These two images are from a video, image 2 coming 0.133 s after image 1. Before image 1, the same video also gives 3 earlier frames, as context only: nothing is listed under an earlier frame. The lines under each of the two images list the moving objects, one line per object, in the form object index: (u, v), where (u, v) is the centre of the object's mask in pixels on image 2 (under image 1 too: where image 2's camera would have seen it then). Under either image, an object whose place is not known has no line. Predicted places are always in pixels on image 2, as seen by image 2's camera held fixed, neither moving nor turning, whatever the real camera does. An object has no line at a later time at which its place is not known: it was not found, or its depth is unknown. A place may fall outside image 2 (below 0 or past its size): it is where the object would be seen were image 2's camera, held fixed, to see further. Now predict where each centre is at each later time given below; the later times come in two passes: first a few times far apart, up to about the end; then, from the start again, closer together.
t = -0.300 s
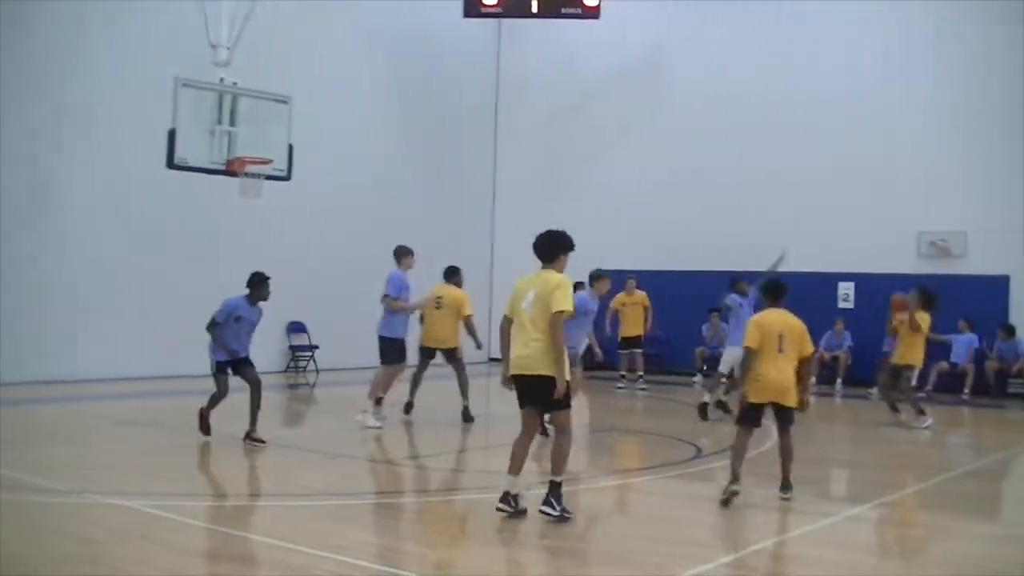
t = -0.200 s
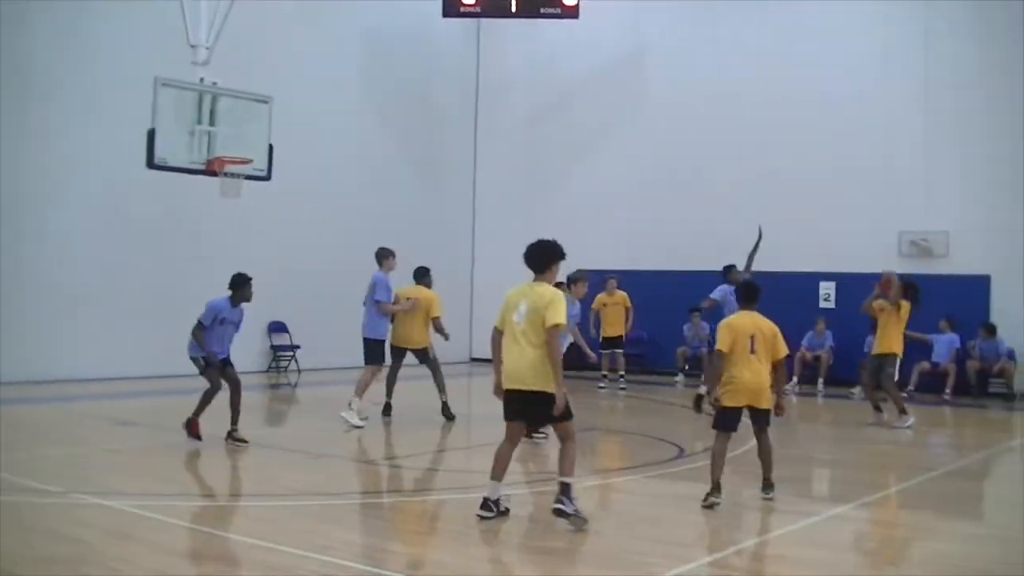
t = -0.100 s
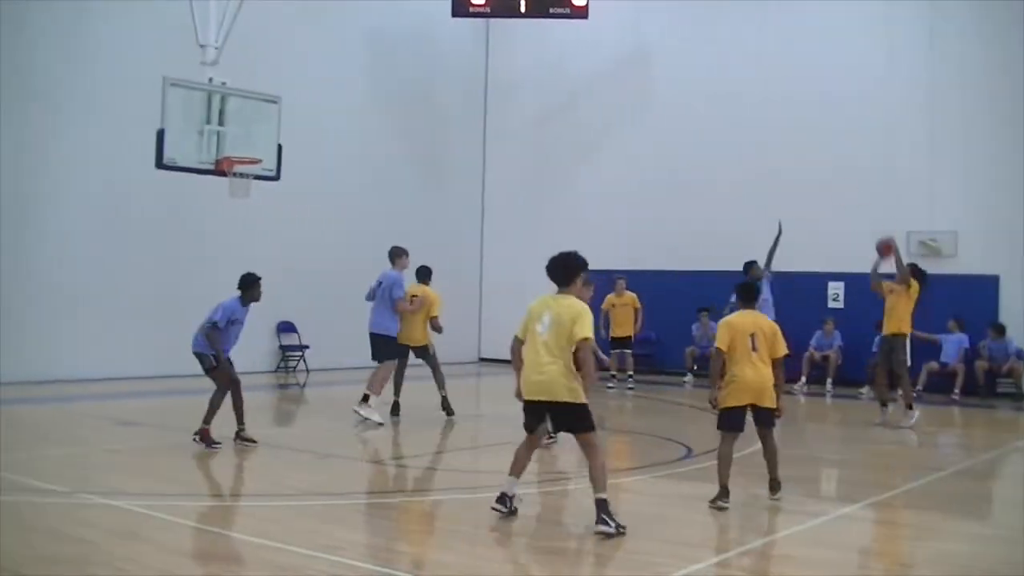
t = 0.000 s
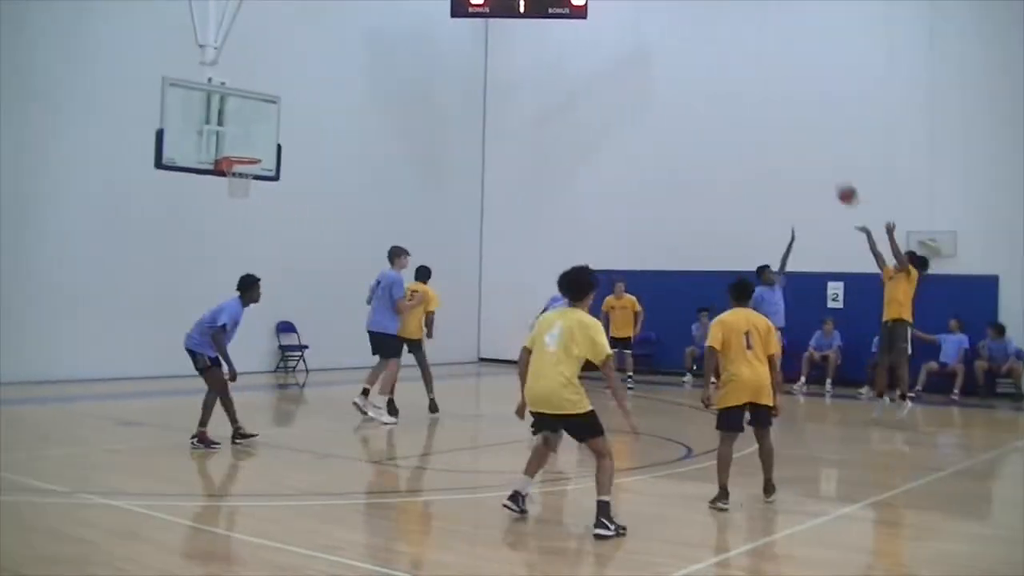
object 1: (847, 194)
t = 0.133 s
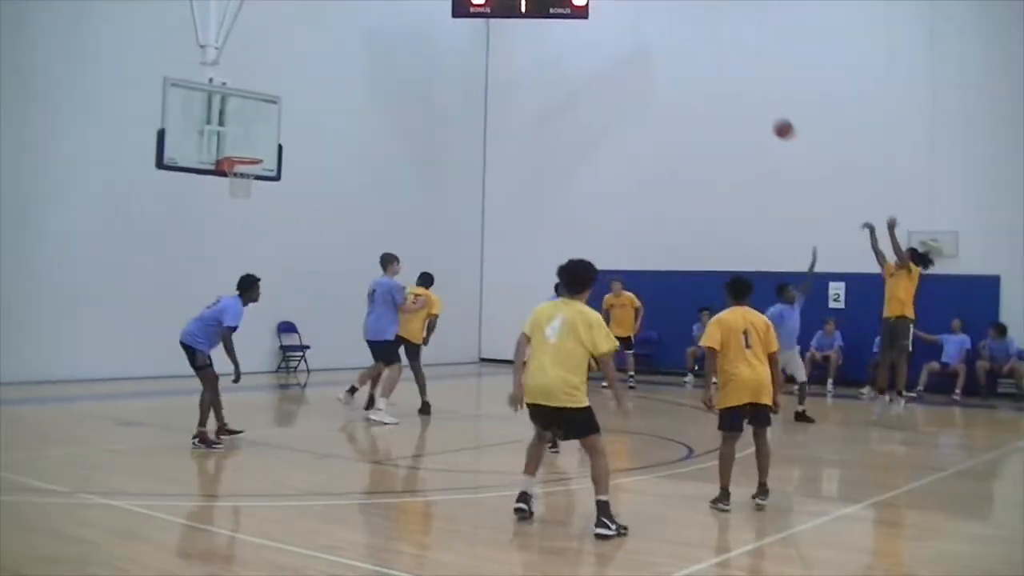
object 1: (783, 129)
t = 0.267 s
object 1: (719, 79)
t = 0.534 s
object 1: (591, 22)
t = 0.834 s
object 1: (448, 27)
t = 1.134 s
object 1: (308, 104)
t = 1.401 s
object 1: (214, 191)
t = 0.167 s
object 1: (767, 115)
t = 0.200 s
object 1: (751, 102)
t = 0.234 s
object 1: (735, 90)
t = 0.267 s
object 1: (719, 79)
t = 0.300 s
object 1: (703, 69)
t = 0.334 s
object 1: (687, 59)
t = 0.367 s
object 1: (672, 51)
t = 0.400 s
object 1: (655, 43)
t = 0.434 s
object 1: (639, 36)
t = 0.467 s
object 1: (624, 31)
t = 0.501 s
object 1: (607, 27)
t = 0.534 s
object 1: (591, 22)
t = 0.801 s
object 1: (464, 22)
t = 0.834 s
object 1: (448, 27)
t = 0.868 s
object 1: (433, 32)
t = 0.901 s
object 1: (417, 38)
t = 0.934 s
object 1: (401, 45)
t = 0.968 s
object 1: (385, 52)
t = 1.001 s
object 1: (370, 61)
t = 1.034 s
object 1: (354, 70)
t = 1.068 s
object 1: (339, 81)
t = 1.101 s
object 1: (323, 92)
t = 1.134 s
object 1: (308, 104)
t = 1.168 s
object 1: (293, 117)
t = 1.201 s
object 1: (278, 130)
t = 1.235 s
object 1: (263, 145)
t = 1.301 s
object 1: (232, 173)
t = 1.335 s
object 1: (225, 183)
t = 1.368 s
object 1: (220, 186)
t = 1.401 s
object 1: (214, 191)
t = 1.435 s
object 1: (208, 197)
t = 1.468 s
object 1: (203, 204)
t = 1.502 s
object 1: (197, 212)
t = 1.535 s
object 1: (192, 220)
